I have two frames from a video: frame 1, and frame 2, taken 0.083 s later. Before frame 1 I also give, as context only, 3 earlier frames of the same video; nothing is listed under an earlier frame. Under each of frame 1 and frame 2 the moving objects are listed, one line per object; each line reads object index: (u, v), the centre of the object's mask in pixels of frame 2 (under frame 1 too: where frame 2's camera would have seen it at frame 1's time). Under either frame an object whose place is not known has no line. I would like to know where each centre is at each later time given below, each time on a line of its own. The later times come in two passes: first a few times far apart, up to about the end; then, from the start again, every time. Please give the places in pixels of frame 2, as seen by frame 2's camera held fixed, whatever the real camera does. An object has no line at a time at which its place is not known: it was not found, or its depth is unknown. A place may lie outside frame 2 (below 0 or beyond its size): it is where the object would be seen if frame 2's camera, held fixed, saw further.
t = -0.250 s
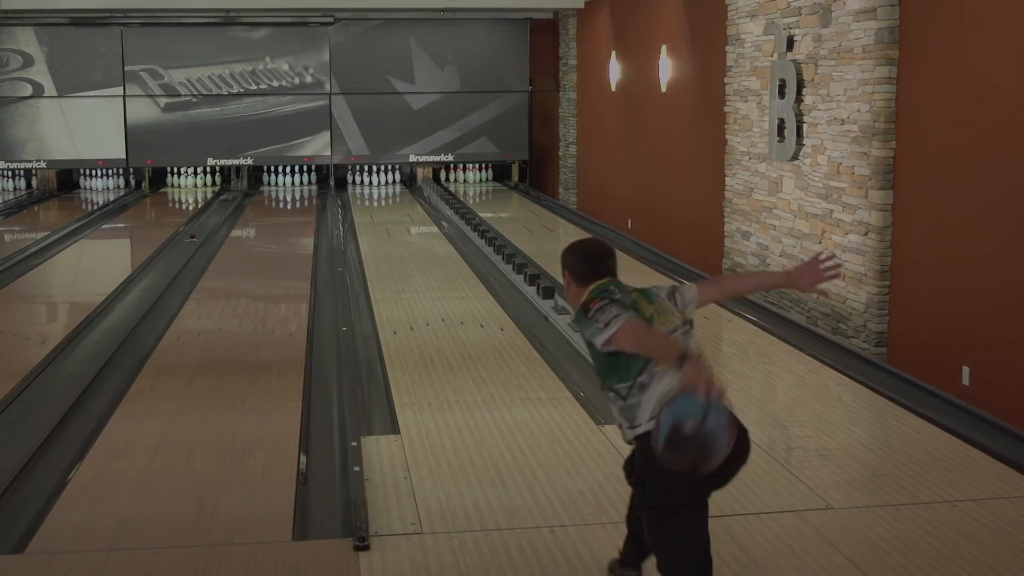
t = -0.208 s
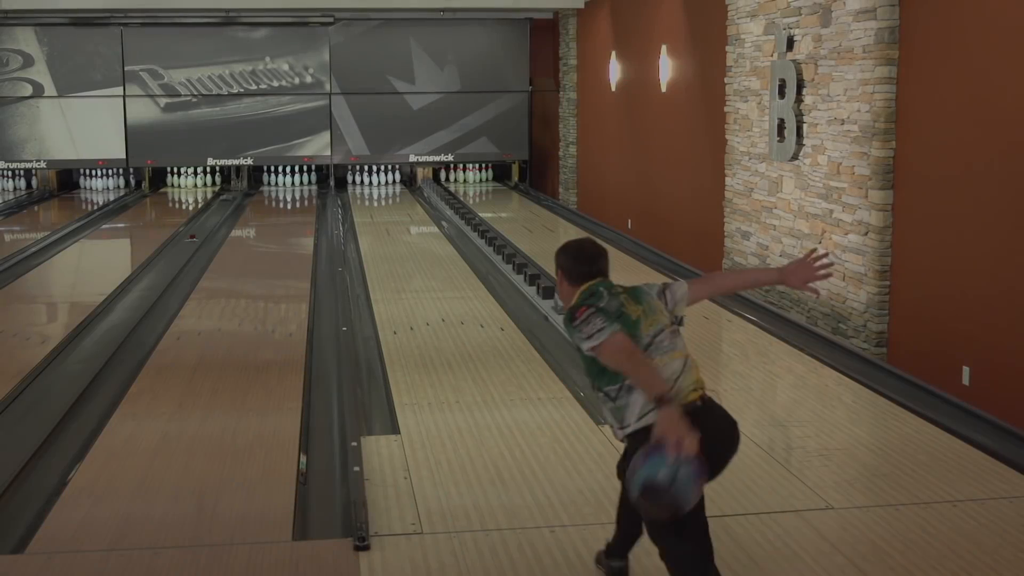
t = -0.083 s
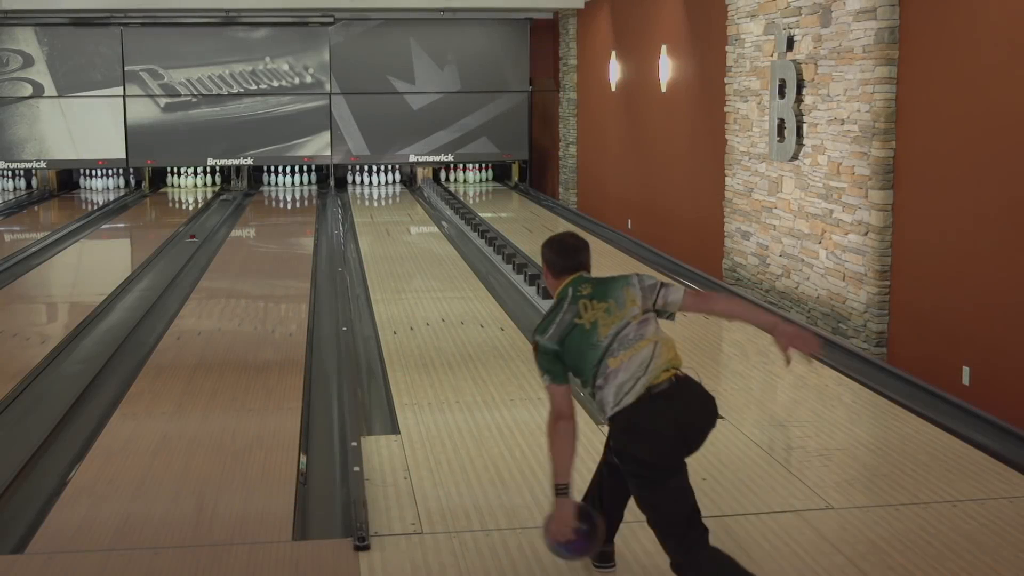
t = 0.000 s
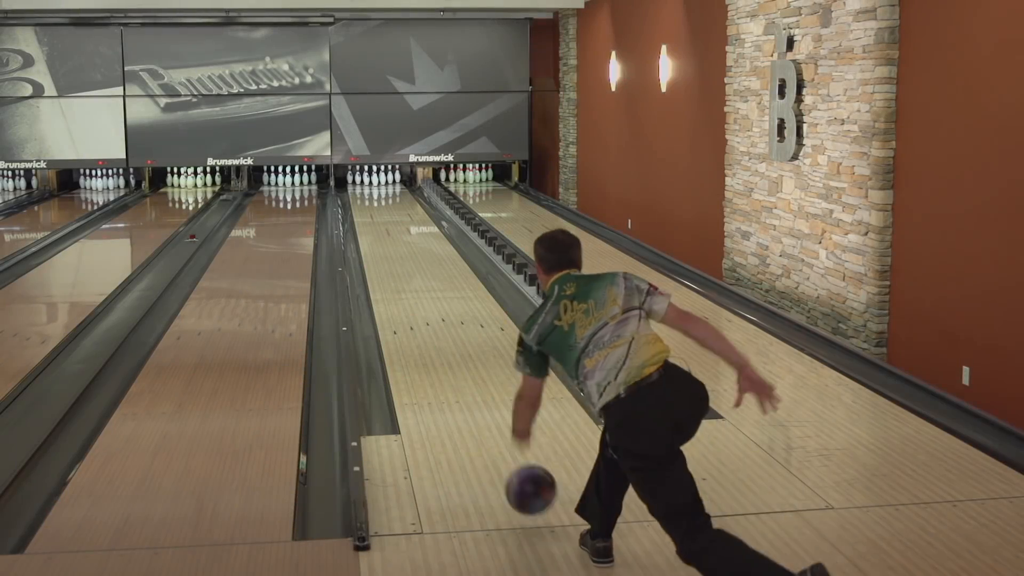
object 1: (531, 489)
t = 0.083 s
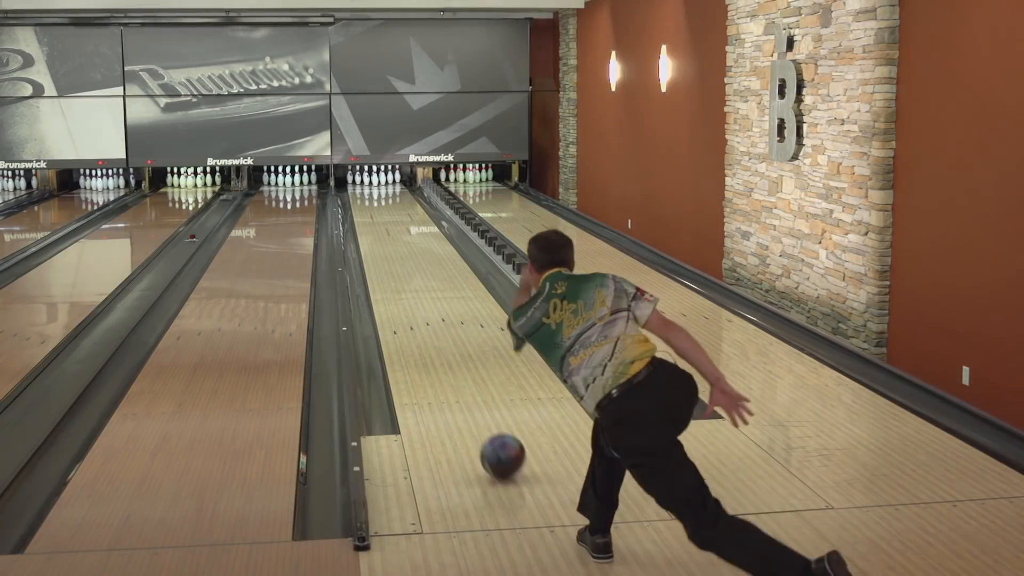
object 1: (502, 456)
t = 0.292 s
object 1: (454, 374)
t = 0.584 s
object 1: (415, 306)
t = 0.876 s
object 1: (392, 263)
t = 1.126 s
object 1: (379, 238)
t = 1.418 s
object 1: (369, 218)
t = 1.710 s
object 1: (364, 202)
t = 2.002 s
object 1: (364, 191)
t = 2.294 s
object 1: (371, 181)
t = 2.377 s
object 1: (371, 180)
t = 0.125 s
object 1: (491, 435)
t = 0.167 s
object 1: (480, 418)
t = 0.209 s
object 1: (471, 402)
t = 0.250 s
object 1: (462, 387)
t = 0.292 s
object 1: (454, 374)
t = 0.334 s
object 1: (447, 362)
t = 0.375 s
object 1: (441, 351)
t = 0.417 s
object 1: (435, 340)
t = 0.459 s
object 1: (429, 330)
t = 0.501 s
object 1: (424, 321)
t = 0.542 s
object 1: (420, 313)
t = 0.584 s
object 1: (415, 306)
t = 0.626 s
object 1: (411, 298)
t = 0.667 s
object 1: (408, 292)
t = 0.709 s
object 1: (404, 286)
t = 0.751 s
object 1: (401, 280)
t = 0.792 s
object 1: (398, 274)
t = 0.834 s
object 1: (395, 268)
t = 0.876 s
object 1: (392, 263)
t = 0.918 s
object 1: (390, 259)
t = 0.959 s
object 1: (387, 254)
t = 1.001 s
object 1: (385, 250)
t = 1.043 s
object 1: (383, 246)
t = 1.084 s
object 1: (381, 242)
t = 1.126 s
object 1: (379, 238)
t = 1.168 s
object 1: (377, 235)
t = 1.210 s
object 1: (376, 232)
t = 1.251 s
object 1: (374, 229)
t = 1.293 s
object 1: (373, 226)
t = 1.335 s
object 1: (372, 223)
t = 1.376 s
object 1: (370, 220)
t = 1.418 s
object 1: (369, 218)
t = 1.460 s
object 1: (368, 215)
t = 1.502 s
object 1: (367, 213)
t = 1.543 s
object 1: (366, 211)
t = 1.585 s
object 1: (365, 208)
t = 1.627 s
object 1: (365, 206)
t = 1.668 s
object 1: (364, 204)
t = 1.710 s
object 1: (364, 202)
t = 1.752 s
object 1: (364, 200)
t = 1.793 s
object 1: (363, 198)
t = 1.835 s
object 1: (363, 197)
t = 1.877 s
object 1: (363, 195)
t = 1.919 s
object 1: (364, 194)
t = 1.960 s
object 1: (364, 192)
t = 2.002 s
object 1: (364, 191)
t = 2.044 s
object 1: (365, 189)
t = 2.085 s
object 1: (366, 187)
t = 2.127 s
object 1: (367, 186)
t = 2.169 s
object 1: (368, 185)
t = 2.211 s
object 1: (368, 184)
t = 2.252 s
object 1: (369, 183)
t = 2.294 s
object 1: (371, 181)
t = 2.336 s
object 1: (371, 181)
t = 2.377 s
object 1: (371, 180)
